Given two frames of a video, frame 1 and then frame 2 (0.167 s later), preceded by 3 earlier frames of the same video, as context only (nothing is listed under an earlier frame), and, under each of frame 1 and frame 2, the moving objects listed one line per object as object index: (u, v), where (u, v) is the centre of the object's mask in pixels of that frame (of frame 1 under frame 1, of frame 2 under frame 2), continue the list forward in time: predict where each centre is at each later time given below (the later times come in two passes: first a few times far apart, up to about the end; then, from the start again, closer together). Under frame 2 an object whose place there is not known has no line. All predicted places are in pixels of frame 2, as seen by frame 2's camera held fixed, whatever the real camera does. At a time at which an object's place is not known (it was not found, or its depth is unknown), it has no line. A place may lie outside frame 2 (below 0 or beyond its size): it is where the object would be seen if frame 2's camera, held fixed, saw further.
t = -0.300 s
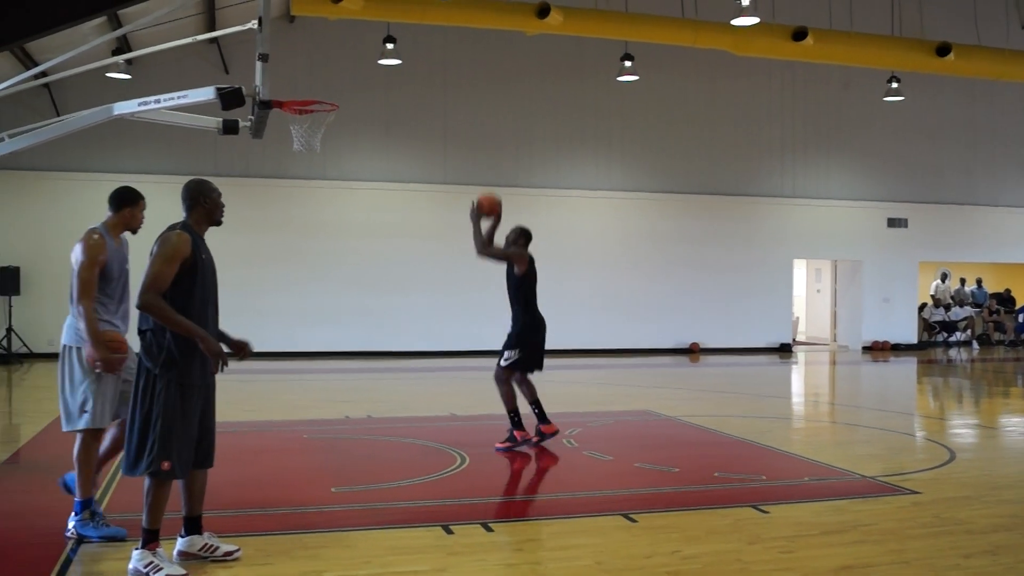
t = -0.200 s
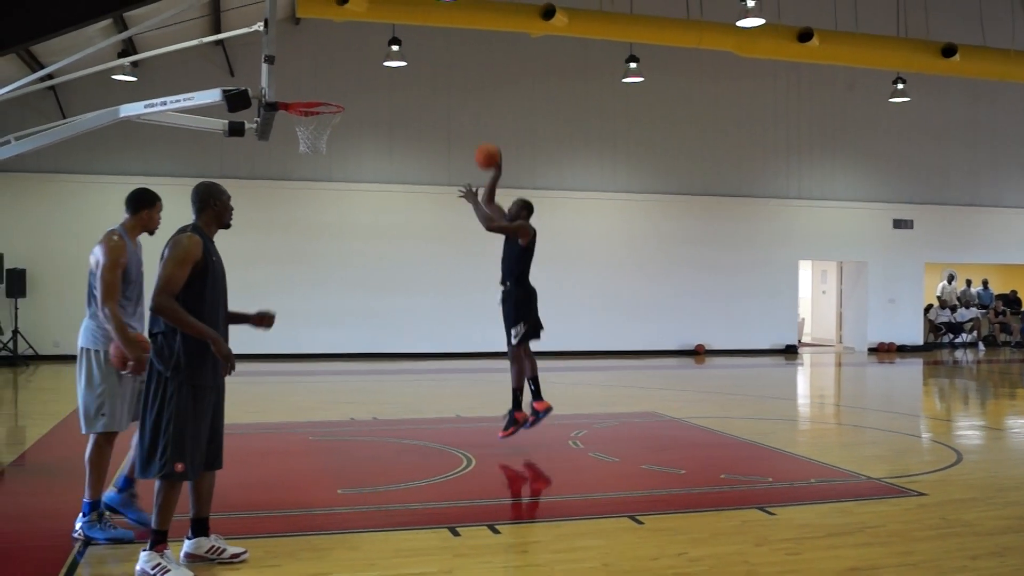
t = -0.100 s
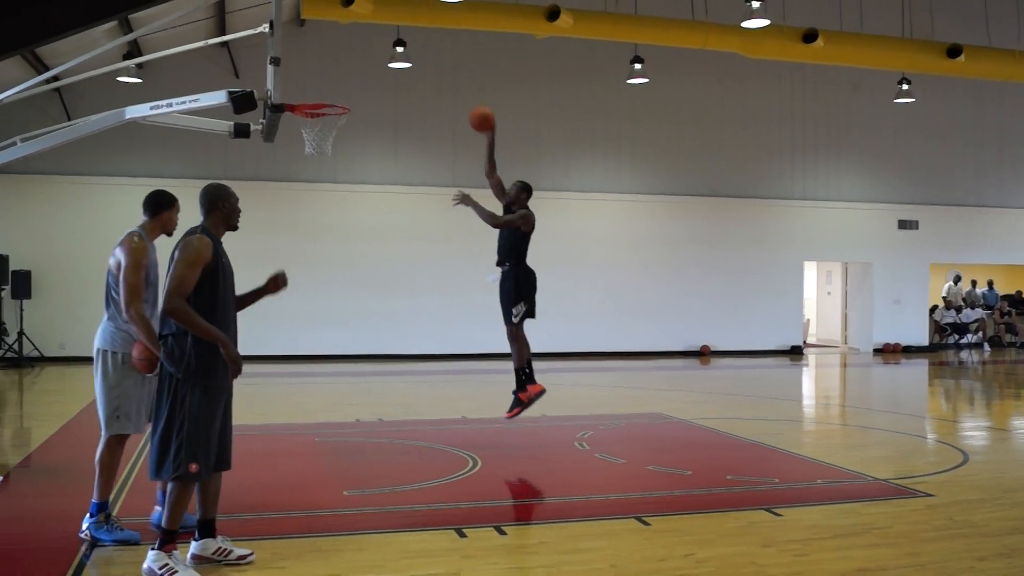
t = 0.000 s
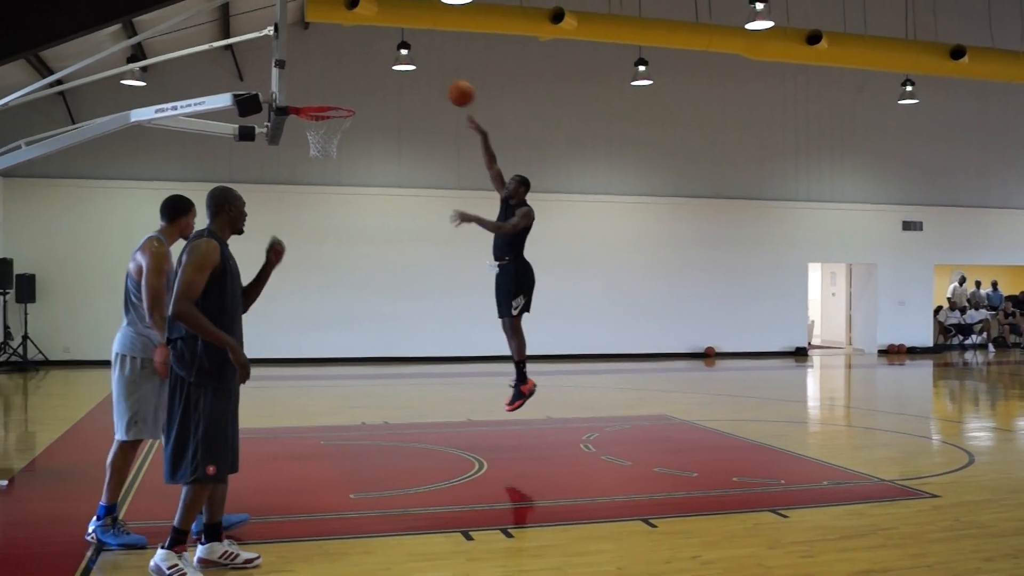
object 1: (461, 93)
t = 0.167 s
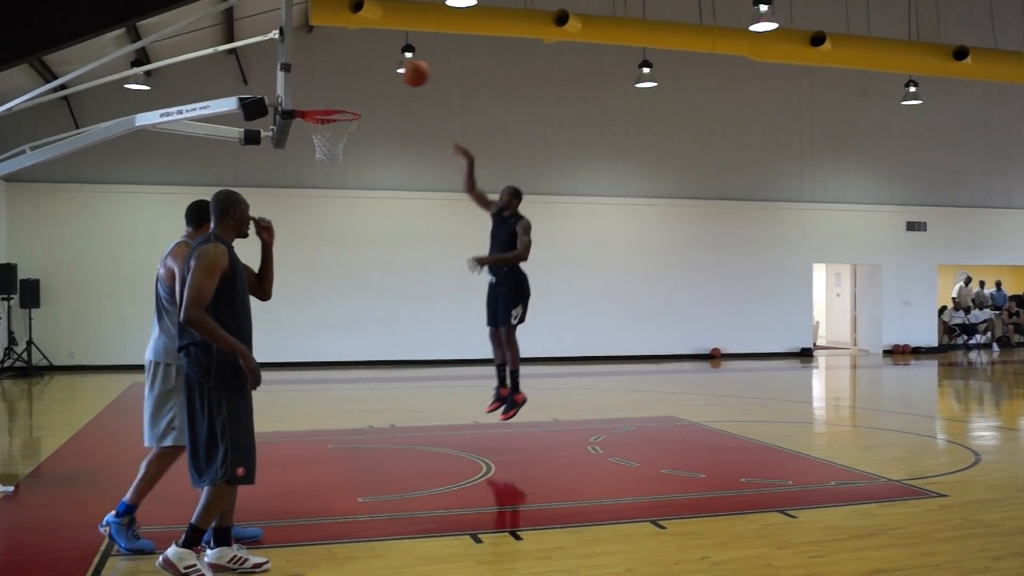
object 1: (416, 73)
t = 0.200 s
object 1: (404, 72)
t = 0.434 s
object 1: (328, 97)
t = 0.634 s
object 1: (328, 100)
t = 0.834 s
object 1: (321, 89)
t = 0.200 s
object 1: (404, 72)
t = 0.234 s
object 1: (394, 72)
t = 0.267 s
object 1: (383, 73)
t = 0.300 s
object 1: (373, 76)
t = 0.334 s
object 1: (361, 79)
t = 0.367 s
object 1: (351, 85)
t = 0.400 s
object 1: (339, 91)
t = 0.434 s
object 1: (328, 97)
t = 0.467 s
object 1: (318, 101)
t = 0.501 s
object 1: (330, 103)
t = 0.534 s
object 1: (342, 111)
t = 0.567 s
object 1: (342, 103)
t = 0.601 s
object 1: (336, 102)
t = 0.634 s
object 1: (328, 100)
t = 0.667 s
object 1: (321, 99)
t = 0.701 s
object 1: (319, 97)
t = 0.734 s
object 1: (319, 93)
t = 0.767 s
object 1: (320, 91)
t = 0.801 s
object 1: (320, 89)
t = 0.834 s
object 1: (321, 89)
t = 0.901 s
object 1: (322, 92)
